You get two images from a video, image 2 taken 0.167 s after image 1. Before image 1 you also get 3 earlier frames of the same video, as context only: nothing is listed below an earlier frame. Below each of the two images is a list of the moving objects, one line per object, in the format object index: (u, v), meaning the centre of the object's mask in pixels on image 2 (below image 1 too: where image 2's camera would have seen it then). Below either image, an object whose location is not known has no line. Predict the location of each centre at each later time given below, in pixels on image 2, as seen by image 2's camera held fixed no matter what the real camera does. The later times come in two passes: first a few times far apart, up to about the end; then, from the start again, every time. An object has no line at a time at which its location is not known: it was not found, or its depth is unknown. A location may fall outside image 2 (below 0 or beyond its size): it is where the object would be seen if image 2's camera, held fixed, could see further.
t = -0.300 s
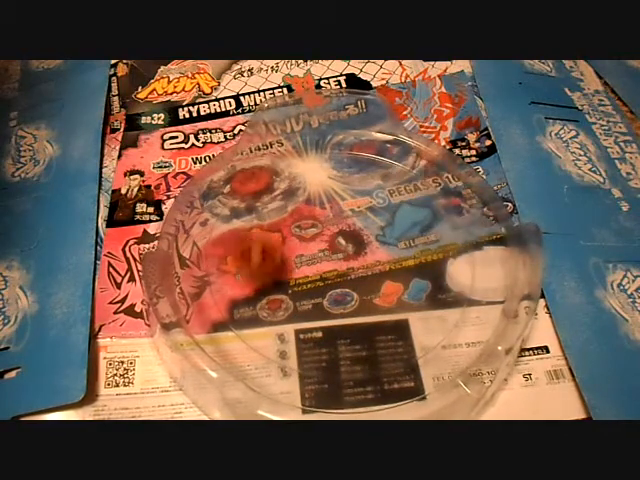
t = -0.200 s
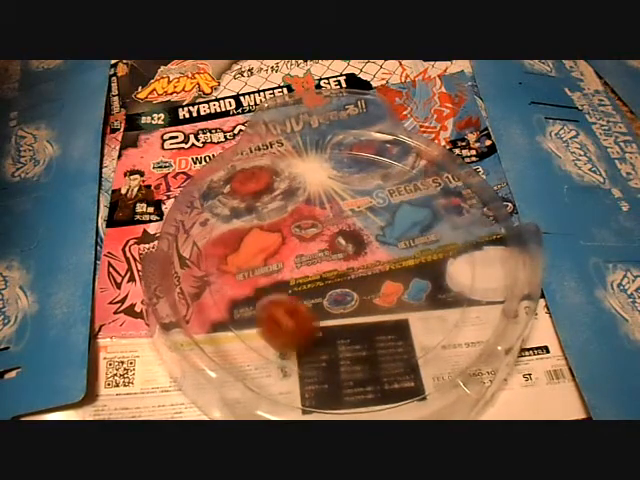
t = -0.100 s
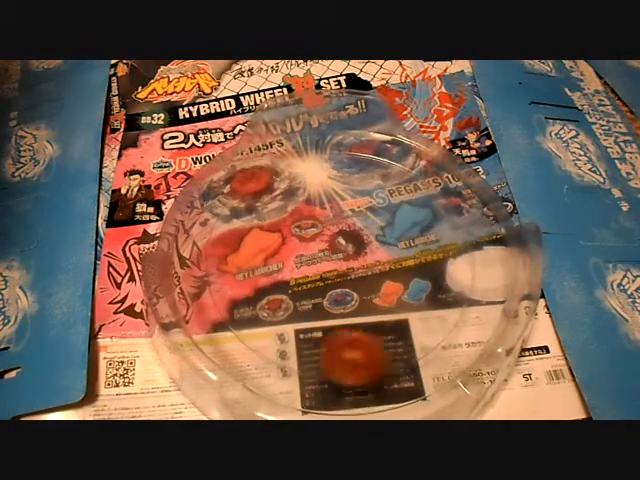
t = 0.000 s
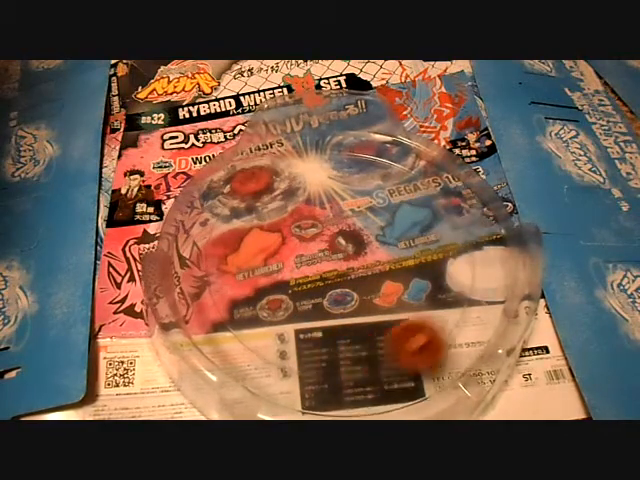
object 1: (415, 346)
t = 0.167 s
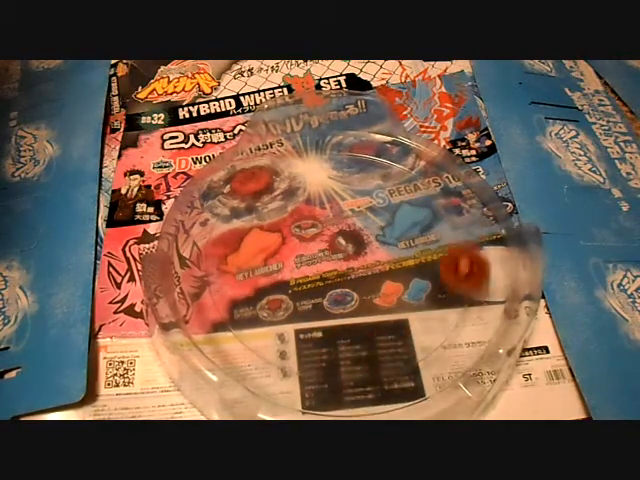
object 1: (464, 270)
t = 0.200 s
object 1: (457, 254)
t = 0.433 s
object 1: (329, 190)
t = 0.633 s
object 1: (235, 256)
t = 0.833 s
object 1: (302, 355)
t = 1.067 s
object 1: (426, 311)
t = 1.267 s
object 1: (393, 203)
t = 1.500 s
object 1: (263, 189)
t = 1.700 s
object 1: (247, 269)
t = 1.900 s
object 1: (357, 329)
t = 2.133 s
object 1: (427, 234)
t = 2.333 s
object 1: (346, 171)
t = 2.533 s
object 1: (273, 215)
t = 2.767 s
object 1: (299, 298)
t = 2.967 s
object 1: (381, 304)
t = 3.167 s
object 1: (406, 247)
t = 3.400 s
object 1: (336, 210)
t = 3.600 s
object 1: (282, 247)
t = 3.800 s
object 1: (307, 302)
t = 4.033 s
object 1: (387, 287)
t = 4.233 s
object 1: (377, 227)
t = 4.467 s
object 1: (305, 214)
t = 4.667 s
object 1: (281, 263)
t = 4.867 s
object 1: (348, 298)
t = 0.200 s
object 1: (457, 254)
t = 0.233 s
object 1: (448, 237)
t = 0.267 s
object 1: (436, 223)
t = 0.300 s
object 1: (420, 210)
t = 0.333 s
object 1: (397, 198)
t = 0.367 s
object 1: (376, 193)
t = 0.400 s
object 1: (353, 192)
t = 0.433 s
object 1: (329, 190)
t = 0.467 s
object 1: (306, 192)
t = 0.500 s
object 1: (290, 200)
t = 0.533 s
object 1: (271, 211)
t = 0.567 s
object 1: (256, 224)
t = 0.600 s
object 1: (243, 240)
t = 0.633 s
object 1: (235, 256)
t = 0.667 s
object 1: (231, 273)
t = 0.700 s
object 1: (230, 295)
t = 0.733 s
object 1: (235, 316)
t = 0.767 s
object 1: (251, 332)
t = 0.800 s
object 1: (278, 347)
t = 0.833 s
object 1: (302, 355)
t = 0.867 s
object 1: (327, 360)
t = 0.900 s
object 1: (349, 360)
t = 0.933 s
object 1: (372, 355)
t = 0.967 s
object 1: (390, 349)
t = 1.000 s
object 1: (404, 340)
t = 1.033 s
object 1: (418, 327)
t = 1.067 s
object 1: (426, 311)
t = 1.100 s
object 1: (428, 294)
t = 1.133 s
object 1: (432, 280)
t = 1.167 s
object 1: (426, 256)
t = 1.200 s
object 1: (421, 240)
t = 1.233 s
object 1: (409, 221)
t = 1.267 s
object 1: (393, 203)
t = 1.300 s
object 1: (377, 193)
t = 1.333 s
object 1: (358, 184)
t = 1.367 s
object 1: (338, 177)
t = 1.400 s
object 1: (316, 173)
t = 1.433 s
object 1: (297, 180)
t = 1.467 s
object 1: (280, 185)
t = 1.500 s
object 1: (263, 189)
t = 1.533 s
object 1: (252, 196)
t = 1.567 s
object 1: (246, 213)
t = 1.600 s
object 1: (239, 222)
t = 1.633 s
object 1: (242, 243)
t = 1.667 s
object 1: (244, 255)
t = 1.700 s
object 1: (247, 269)
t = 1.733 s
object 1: (256, 286)
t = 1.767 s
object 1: (272, 302)
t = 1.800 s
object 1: (291, 315)
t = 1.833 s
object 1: (313, 325)
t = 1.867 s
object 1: (338, 329)
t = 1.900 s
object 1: (357, 329)
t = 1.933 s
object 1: (375, 323)
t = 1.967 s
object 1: (389, 313)
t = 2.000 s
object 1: (405, 301)
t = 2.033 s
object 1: (418, 286)
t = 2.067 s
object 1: (423, 271)
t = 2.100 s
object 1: (428, 252)
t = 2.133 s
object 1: (427, 234)
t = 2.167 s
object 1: (420, 215)
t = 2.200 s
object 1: (410, 199)
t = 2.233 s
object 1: (397, 189)
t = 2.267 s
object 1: (381, 183)
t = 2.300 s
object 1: (364, 174)
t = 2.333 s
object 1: (346, 171)
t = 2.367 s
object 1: (330, 177)
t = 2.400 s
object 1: (311, 178)
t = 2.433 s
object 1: (299, 186)
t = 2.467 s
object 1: (287, 194)
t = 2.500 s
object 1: (277, 205)
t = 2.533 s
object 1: (273, 215)
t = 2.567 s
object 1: (267, 228)
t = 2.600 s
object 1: (266, 244)
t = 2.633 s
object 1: (270, 257)
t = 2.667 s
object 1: (277, 269)
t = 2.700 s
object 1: (284, 279)
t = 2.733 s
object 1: (293, 290)
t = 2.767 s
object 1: (299, 298)
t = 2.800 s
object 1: (313, 303)
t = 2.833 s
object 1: (325, 308)
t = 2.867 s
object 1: (341, 310)
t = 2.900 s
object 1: (354, 310)
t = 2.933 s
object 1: (367, 309)
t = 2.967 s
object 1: (381, 304)
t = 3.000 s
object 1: (390, 298)
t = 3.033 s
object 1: (398, 290)
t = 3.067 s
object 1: (405, 279)
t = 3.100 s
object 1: (408, 269)
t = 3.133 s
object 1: (408, 258)
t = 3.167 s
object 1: (406, 247)
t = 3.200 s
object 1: (399, 238)
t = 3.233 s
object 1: (391, 229)
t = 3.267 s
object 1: (382, 221)
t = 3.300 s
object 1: (371, 214)
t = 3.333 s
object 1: (359, 212)
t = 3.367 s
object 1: (345, 210)
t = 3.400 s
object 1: (336, 210)
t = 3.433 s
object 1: (323, 212)
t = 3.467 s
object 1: (312, 218)
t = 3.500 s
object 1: (300, 222)
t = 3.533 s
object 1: (292, 228)
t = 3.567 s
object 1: (290, 240)
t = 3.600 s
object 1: (282, 247)
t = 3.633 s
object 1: (283, 260)
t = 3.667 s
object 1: (281, 267)
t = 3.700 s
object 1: (284, 277)
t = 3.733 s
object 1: (289, 287)
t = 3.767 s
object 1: (298, 296)
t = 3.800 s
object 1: (307, 302)
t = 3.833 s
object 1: (319, 309)
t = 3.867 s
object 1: (333, 311)
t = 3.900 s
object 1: (346, 312)
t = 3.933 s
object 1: (362, 310)
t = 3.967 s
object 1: (375, 303)
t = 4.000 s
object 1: (385, 296)
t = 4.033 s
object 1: (387, 287)
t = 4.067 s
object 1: (391, 276)
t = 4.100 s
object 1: (393, 264)
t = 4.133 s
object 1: (391, 254)
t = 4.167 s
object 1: (391, 244)
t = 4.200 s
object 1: (382, 235)
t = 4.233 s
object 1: (377, 227)
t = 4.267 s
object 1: (368, 219)
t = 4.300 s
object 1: (358, 213)
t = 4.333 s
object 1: (348, 209)
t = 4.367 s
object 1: (337, 207)
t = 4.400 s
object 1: (325, 207)
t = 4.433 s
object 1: (316, 210)
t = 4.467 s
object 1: (305, 214)
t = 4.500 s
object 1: (297, 218)
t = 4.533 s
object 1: (291, 224)
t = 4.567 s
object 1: (282, 231)
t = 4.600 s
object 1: (277, 241)
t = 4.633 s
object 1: (278, 253)
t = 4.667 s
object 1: (281, 263)
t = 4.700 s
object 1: (287, 272)
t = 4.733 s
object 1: (295, 282)
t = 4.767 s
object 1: (307, 290)
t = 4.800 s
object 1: (319, 295)
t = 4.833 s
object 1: (334, 298)
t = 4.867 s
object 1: (348, 298)
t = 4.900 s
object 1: (361, 297)
